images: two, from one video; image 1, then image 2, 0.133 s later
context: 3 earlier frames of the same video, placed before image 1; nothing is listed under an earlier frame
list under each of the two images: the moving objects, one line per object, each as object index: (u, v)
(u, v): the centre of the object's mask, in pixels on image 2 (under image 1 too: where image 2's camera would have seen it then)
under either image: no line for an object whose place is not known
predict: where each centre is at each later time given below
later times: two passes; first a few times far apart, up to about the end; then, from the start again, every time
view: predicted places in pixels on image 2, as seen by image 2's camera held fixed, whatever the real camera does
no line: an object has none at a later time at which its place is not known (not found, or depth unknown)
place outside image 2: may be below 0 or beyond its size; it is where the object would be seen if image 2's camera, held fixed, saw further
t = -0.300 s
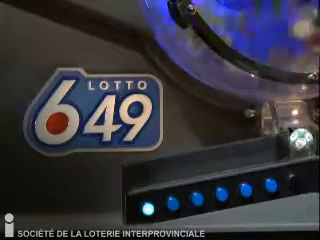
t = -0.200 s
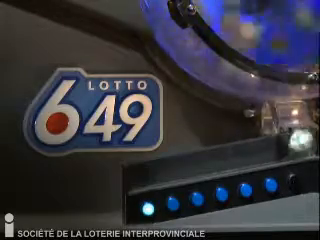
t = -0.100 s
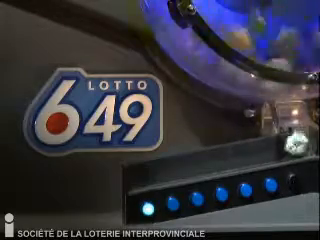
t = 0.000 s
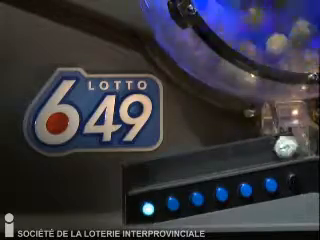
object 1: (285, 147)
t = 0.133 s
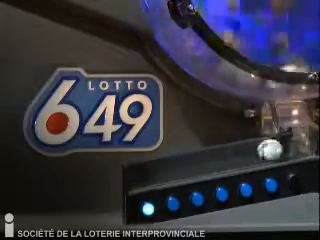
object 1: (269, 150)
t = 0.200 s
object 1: (260, 152)
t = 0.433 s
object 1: (210, 162)
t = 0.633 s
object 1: (142, 174)
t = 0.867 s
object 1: (180, 167)
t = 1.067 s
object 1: (188, 167)
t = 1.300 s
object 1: (165, 170)
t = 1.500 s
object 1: (149, 173)
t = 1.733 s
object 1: (156, 173)
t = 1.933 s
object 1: (141, 175)
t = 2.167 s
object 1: (144, 175)
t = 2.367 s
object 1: (142, 175)
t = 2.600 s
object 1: (141, 175)
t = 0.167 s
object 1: (265, 151)
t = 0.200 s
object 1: (260, 152)
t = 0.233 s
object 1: (254, 154)
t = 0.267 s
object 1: (248, 155)
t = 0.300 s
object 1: (242, 156)
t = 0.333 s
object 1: (235, 157)
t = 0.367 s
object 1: (227, 159)
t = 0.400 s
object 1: (218, 161)
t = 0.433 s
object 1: (210, 162)
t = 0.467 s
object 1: (200, 163)
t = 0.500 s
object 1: (190, 166)
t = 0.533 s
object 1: (179, 167)
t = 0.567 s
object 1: (167, 169)
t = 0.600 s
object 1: (155, 172)
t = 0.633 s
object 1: (142, 174)
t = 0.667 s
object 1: (147, 173)
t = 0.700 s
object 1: (154, 171)
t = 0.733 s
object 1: (161, 170)
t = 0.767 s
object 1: (167, 169)
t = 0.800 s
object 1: (172, 168)
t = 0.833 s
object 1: (177, 168)
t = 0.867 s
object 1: (180, 167)
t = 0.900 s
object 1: (184, 167)
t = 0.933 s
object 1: (186, 167)
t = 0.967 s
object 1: (188, 167)
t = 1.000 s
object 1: (188, 167)
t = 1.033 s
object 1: (188, 167)
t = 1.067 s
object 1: (188, 167)
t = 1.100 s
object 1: (187, 167)
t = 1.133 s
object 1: (185, 167)
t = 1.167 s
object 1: (183, 168)
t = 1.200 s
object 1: (179, 168)
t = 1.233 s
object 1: (175, 168)
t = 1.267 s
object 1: (171, 169)
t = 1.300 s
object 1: (165, 170)
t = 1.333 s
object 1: (159, 172)
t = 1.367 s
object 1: (153, 172)
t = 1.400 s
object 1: (146, 173)
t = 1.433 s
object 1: (141, 174)
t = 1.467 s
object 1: (145, 174)
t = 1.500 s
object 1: (149, 173)
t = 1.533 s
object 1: (152, 173)
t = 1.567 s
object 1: (155, 173)
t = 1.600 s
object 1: (156, 172)
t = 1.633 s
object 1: (156, 172)
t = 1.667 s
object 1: (157, 172)
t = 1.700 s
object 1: (157, 172)
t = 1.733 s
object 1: (156, 173)
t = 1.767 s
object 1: (154, 173)
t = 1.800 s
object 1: (153, 173)
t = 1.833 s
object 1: (150, 173)
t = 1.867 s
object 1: (147, 173)
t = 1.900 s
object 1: (144, 174)
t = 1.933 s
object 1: (141, 175)
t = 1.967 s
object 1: (144, 175)
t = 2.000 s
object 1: (145, 174)
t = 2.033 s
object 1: (146, 174)
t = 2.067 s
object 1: (146, 175)
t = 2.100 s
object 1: (147, 174)
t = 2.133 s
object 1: (145, 174)
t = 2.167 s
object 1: (144, 175)
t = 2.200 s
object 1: (141, 175)
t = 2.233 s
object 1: (141, 175)
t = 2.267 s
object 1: (142, 175)
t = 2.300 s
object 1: (143, 175)
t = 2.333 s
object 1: (143, 175)
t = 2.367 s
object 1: (142, 175)
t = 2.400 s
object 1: (142, 175)
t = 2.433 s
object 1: (141, 175)
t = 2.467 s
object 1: (142, 175)
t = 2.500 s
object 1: (142, 175)
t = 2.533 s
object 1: (141, 175)
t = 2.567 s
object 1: (141, 175)
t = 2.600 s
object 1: (141, 175)
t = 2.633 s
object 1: (141, 175)
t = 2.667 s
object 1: (141, 175)
